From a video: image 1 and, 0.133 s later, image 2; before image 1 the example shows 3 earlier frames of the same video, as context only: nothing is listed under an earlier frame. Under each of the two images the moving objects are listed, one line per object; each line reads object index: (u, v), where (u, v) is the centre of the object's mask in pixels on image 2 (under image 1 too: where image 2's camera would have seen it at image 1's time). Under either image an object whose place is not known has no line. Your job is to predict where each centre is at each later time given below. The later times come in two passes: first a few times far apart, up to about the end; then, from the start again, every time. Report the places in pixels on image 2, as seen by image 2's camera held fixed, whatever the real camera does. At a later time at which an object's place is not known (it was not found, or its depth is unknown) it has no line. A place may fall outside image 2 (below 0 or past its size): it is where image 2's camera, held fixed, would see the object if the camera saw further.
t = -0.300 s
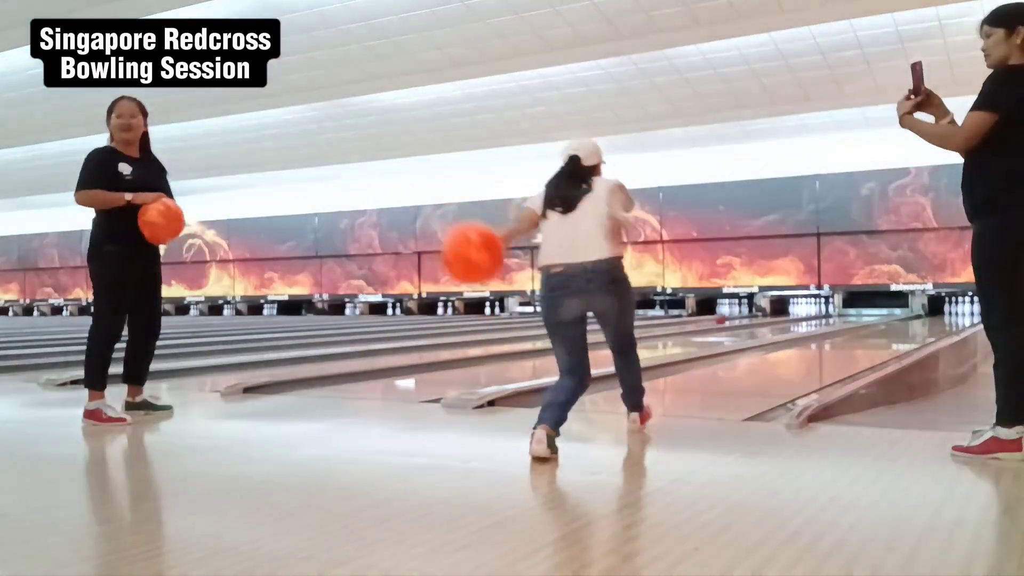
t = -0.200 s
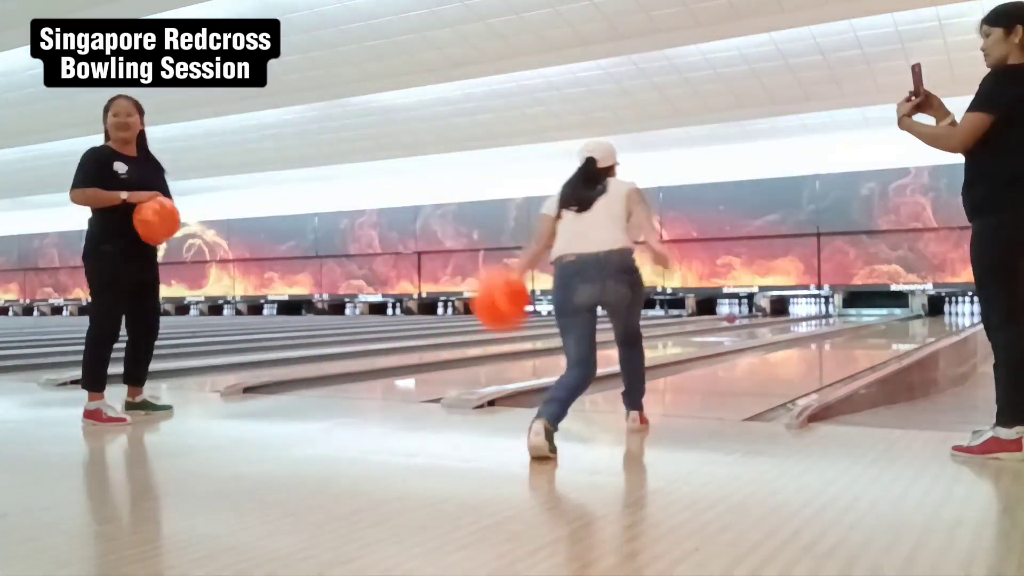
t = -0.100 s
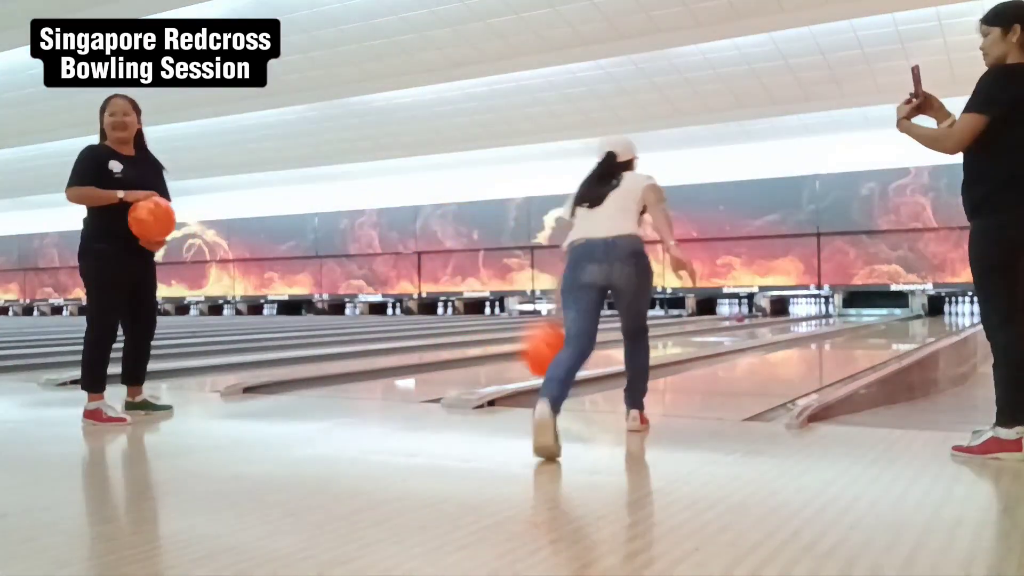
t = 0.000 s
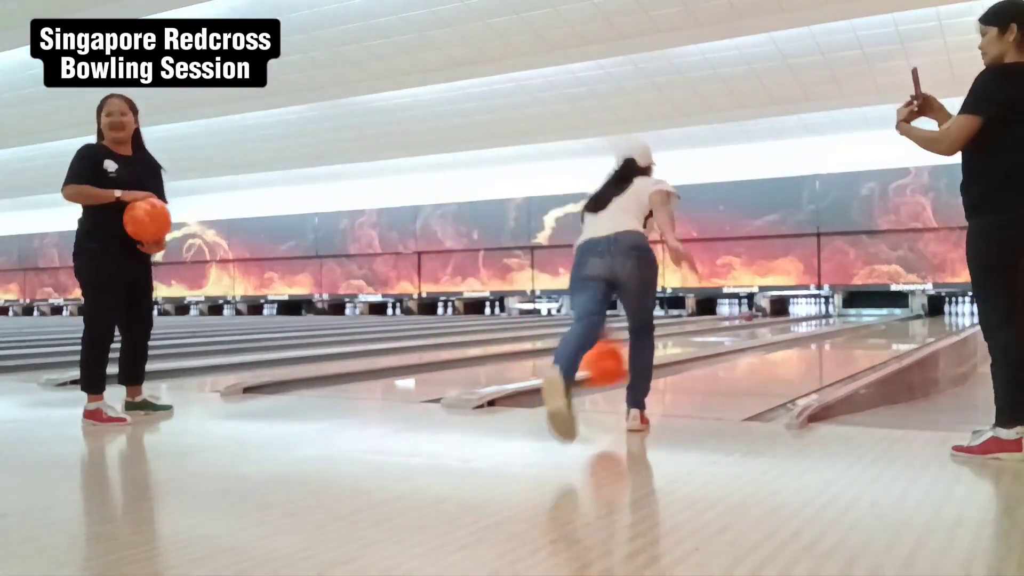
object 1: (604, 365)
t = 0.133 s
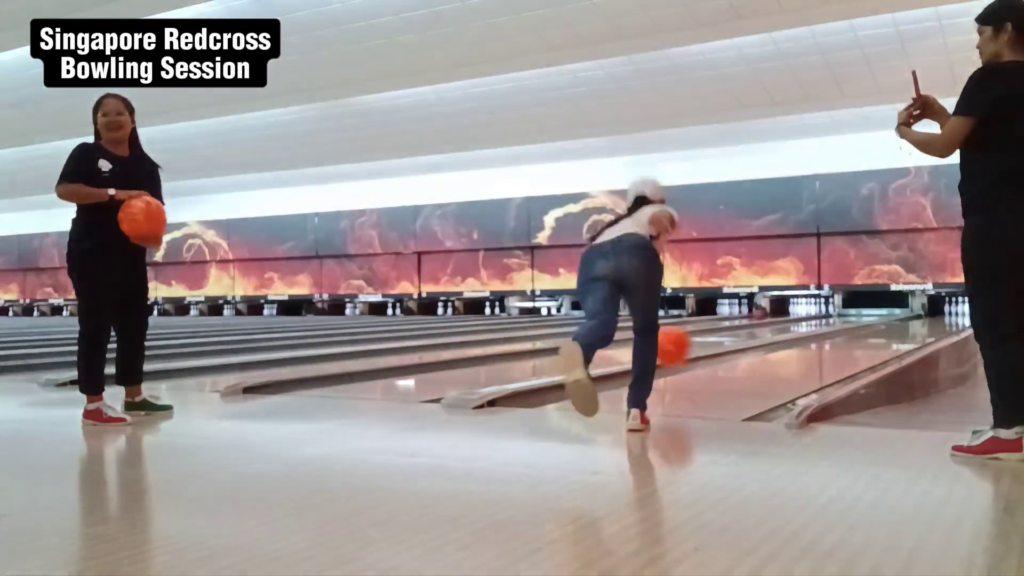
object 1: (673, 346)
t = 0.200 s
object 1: (696, 349)
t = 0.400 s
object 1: (758, 355)
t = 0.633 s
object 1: (807, 346)
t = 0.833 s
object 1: (838, 339)
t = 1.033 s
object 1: (862, 334)
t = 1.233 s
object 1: (882, 329)
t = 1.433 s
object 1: (898, 326)
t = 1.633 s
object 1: (911, 322)
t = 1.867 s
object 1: (924, 319)
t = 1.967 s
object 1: (928, 319)
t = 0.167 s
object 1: (682, 347)
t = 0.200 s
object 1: (696, 349)
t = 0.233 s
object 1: (709, 355)
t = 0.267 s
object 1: (720, 360)
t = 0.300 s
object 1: (730, 365)
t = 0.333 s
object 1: (740, 360)
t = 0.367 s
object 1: (749, 357)
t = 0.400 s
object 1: (758, 355)
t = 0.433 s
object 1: (766, 356)
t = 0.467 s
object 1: (774, 354)
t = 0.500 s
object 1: (781, 352)
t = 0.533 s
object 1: (788, 351)
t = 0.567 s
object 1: (795, 349)
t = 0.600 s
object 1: (801, 348)
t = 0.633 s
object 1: (807, 346)
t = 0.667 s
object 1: (813, 345)
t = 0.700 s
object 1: (818, 344)
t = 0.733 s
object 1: (824, 343)
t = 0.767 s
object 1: (828, 342)
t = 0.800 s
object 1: (833, 340)
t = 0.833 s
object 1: (838, 339)
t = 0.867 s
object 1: (842, 339)
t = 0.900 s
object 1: (847, 338)
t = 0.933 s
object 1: (851, 336)
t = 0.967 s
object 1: (855, 335)
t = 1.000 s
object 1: (859, 334)
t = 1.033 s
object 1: (862, 334)
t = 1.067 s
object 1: (865, 333)
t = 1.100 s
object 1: (869, 332)
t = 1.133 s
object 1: (872, 332)
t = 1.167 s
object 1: (876, 331)
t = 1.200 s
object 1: (879, 330)
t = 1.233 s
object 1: (882, 329)
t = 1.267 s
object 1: (885, 328)
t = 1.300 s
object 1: (887, 328)
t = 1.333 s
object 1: (890, 327)
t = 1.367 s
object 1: (893, 327)
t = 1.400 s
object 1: (895, 326)
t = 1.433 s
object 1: (898, 326)
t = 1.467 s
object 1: (900, 325)
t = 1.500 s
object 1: (903, 325)
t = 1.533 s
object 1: (904, 324)
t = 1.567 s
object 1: (906, 324)
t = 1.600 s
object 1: (909, 323)
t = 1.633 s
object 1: (911, 322)
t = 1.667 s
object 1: (913, 322)
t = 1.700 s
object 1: (915, 321)
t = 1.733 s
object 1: (917, 321)
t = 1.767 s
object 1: (919, 321)
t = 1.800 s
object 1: (920, 320)
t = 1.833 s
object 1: (922, 320)
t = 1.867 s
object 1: (924, 319)
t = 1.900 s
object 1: (926, 319)
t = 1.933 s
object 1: (927, 319)
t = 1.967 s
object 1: (928, 319)
